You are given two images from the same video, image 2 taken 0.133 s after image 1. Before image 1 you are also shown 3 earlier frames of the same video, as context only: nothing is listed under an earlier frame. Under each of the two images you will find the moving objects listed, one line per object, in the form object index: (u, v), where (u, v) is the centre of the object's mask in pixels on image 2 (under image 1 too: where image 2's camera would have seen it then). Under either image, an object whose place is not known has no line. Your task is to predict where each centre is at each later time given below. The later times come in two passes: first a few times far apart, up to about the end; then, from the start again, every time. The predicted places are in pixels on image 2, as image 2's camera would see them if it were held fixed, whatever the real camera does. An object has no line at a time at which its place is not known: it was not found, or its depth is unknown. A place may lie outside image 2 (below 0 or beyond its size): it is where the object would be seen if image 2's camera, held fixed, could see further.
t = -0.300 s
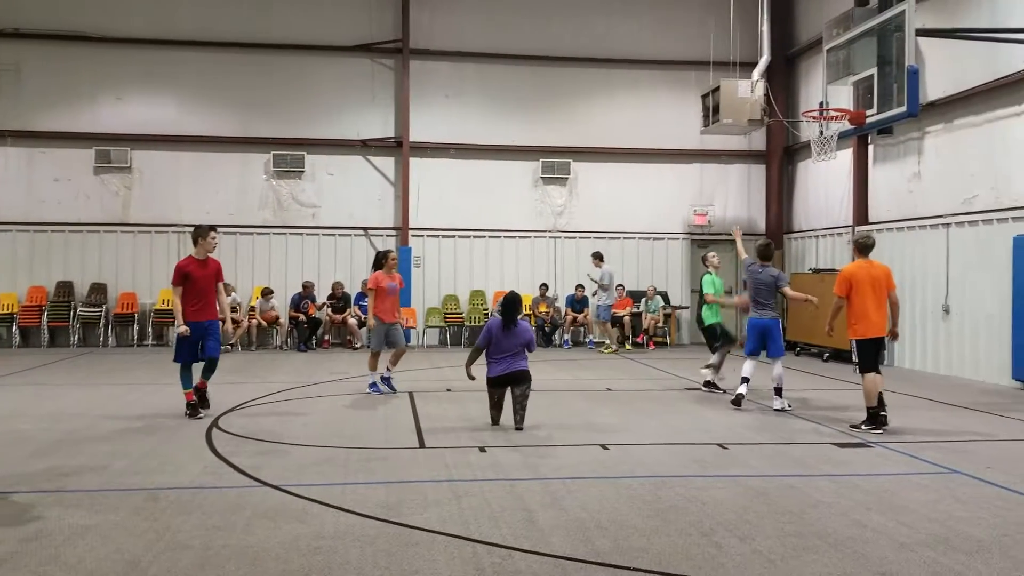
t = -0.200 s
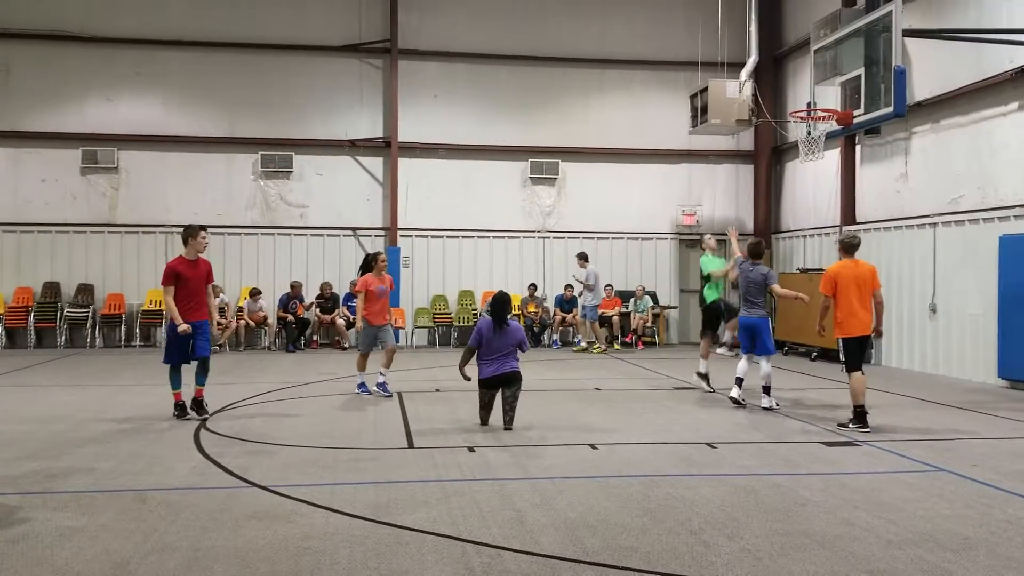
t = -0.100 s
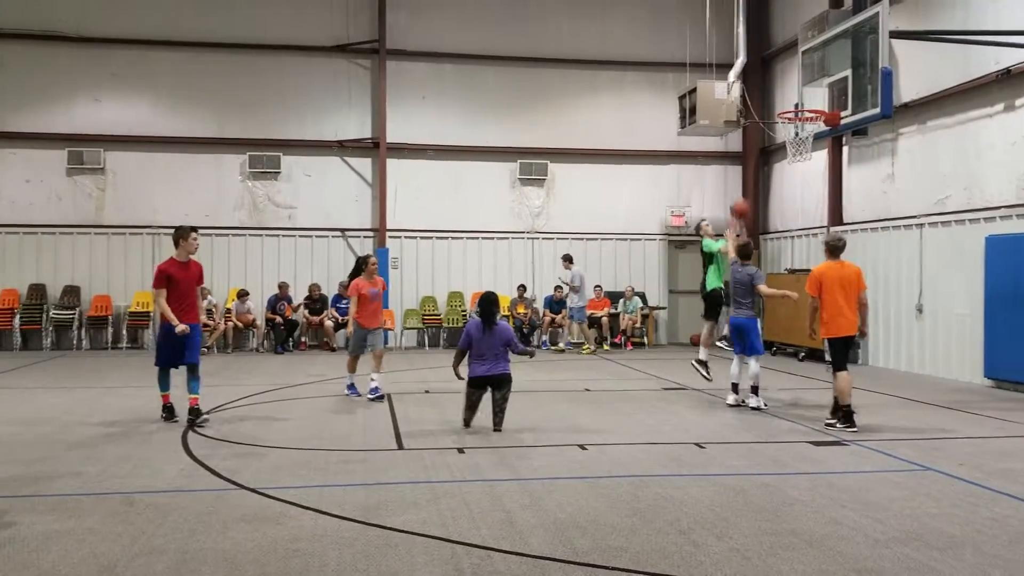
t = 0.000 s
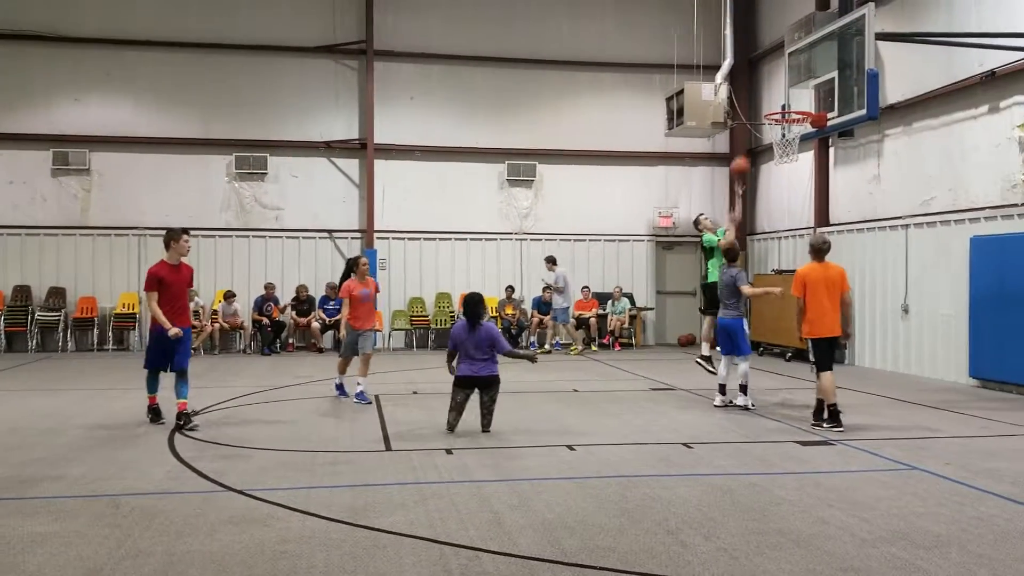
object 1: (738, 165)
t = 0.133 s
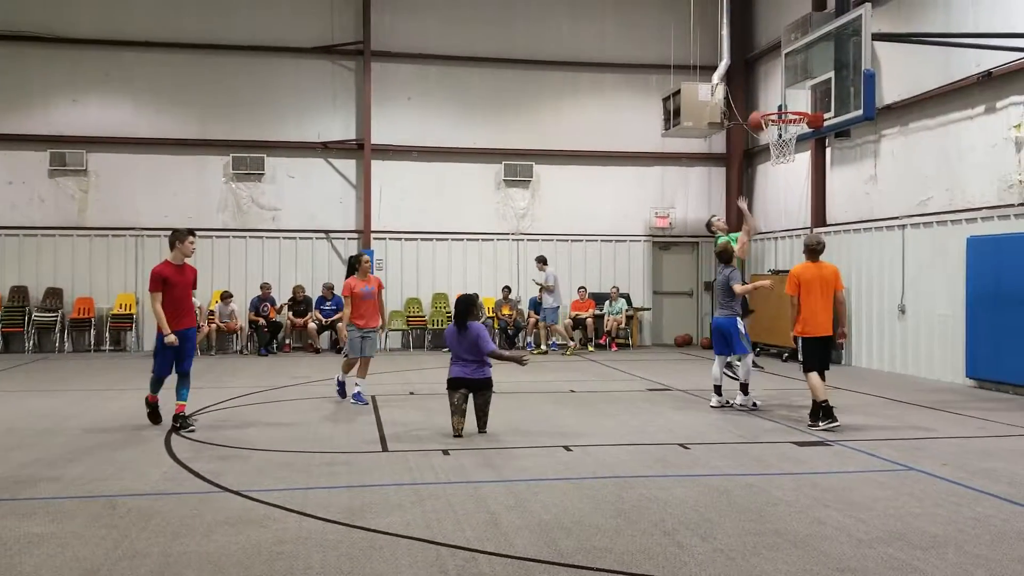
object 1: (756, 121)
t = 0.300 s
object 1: (786, 81)
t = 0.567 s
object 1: (781, 86)
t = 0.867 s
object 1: (772, 148)
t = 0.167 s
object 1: (763, 109)
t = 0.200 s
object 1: (770, 103)
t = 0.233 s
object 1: (775, 94)
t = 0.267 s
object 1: (780, 87)
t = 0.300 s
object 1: (786, 81)
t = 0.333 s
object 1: (788, 77)
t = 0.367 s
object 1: (787, 77)
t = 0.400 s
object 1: (786, 77)
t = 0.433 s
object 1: (784, 77)
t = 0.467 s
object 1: (783, 77)
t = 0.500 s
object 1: (782, 79)
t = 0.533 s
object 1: (782, 81)
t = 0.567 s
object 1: (781, 86)
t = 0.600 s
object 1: (780, 91)
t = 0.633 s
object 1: (778, 98)
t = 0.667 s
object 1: (776, 104)
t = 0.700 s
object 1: (773, 115)
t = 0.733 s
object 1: (774, 125)
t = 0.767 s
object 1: (773, 133)
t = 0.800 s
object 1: (772, 139)
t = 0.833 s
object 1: (771, 144)
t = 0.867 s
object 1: (772, 148)
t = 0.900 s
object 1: (773, 155)
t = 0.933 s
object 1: (774, 160)
